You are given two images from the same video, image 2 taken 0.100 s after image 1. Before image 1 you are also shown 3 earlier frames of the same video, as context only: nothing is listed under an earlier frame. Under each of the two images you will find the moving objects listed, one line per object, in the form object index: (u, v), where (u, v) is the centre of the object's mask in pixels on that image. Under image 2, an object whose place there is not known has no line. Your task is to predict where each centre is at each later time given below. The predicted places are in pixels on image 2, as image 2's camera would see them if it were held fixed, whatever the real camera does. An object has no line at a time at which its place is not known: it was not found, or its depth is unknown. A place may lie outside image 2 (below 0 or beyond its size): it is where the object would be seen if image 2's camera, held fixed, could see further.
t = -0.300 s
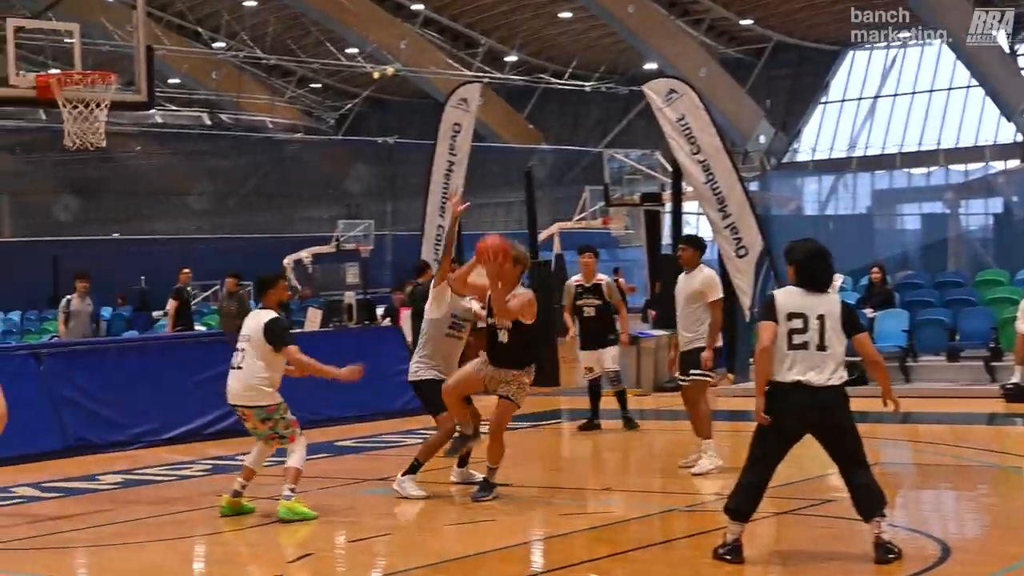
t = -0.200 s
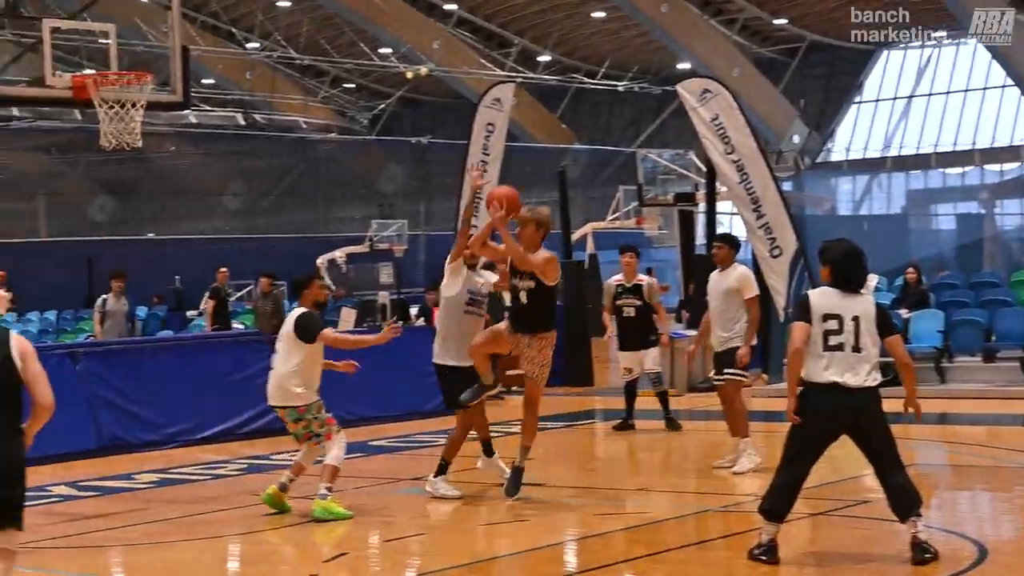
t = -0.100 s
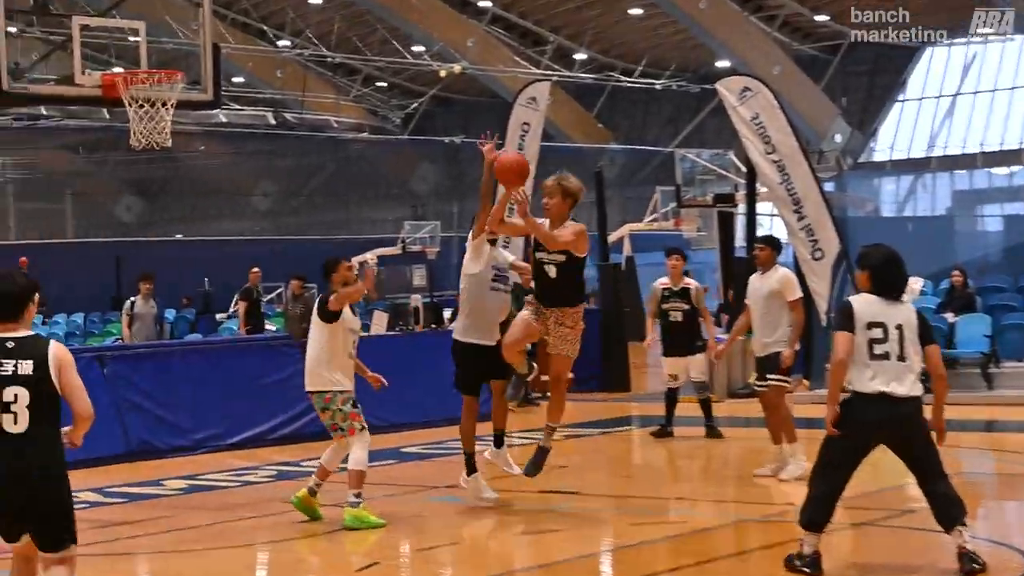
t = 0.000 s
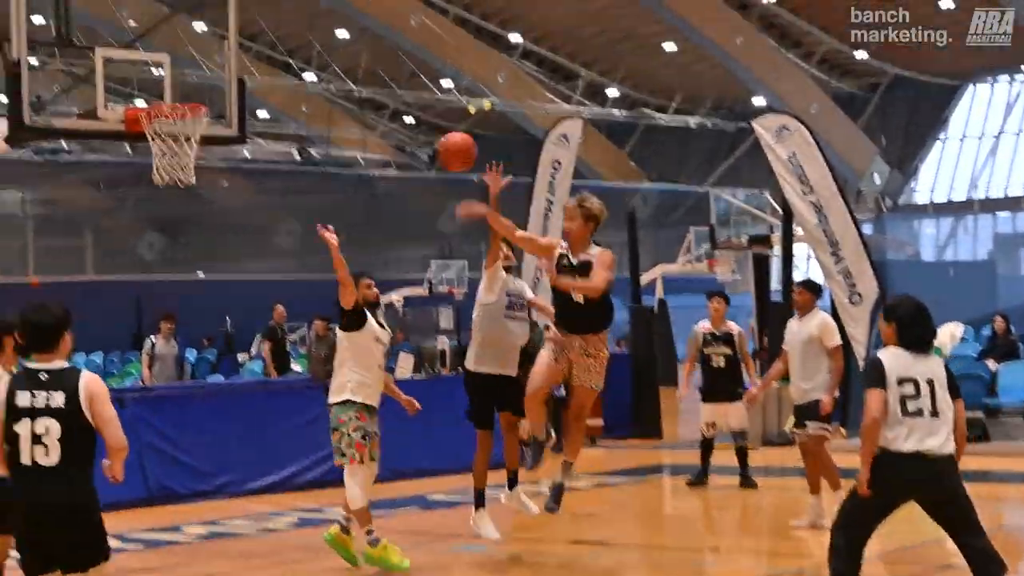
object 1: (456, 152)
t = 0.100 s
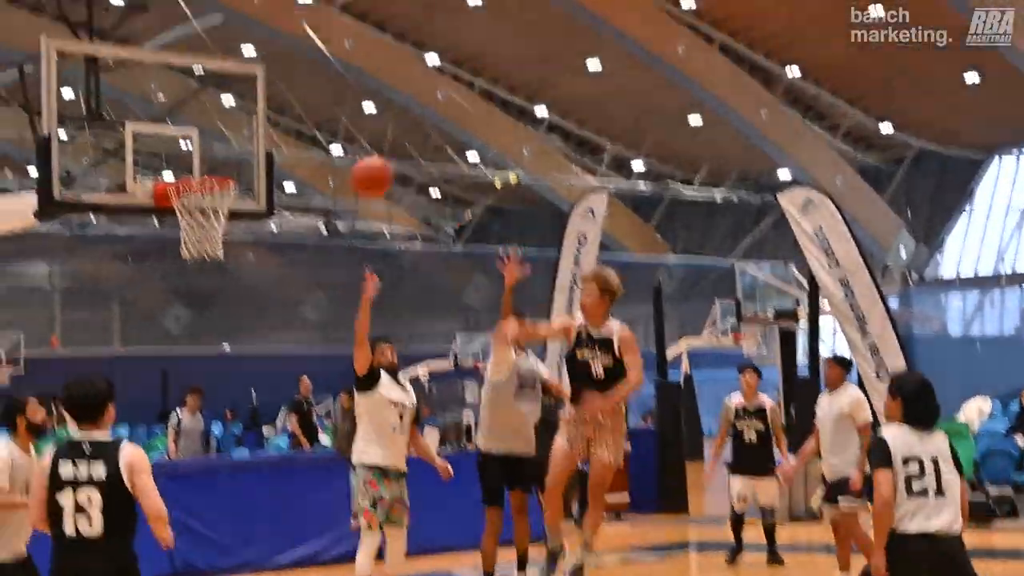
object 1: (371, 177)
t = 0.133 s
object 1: (331, 163)
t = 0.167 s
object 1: (292, 152)
